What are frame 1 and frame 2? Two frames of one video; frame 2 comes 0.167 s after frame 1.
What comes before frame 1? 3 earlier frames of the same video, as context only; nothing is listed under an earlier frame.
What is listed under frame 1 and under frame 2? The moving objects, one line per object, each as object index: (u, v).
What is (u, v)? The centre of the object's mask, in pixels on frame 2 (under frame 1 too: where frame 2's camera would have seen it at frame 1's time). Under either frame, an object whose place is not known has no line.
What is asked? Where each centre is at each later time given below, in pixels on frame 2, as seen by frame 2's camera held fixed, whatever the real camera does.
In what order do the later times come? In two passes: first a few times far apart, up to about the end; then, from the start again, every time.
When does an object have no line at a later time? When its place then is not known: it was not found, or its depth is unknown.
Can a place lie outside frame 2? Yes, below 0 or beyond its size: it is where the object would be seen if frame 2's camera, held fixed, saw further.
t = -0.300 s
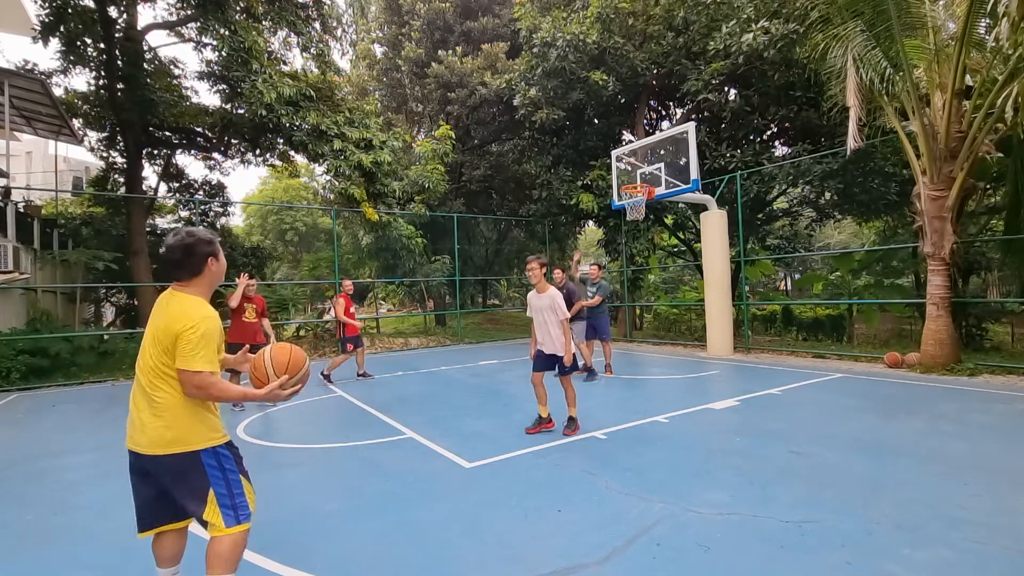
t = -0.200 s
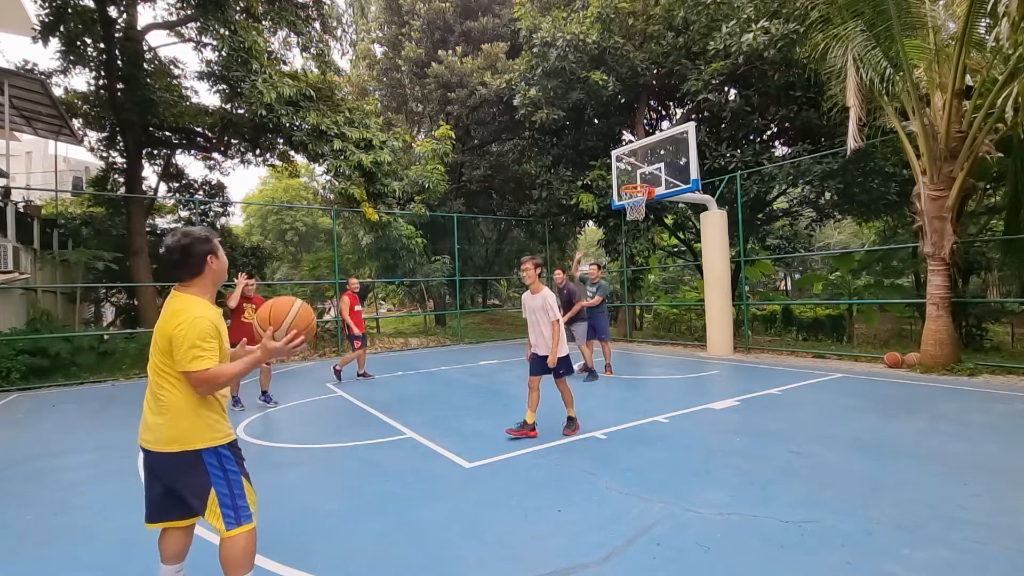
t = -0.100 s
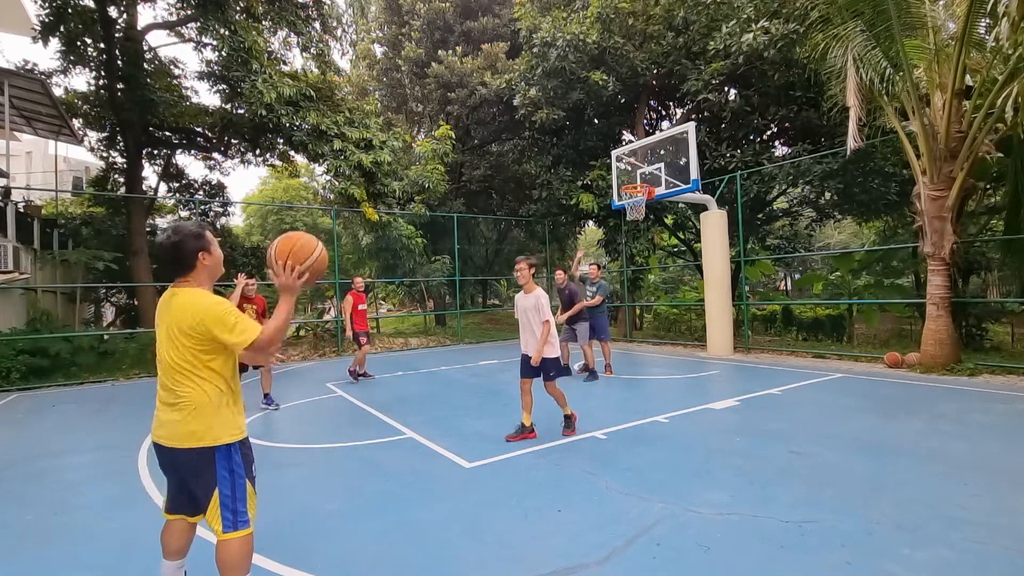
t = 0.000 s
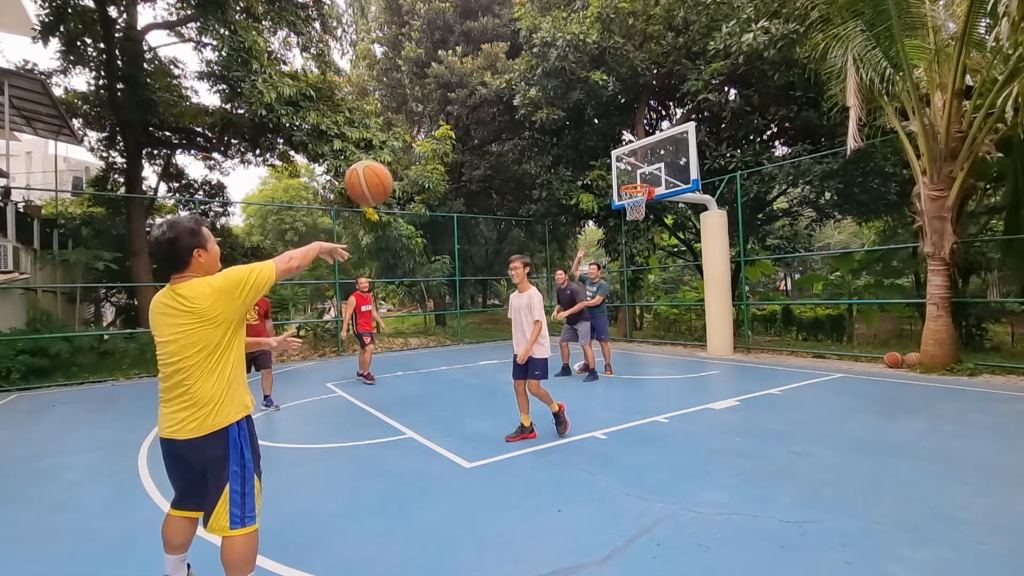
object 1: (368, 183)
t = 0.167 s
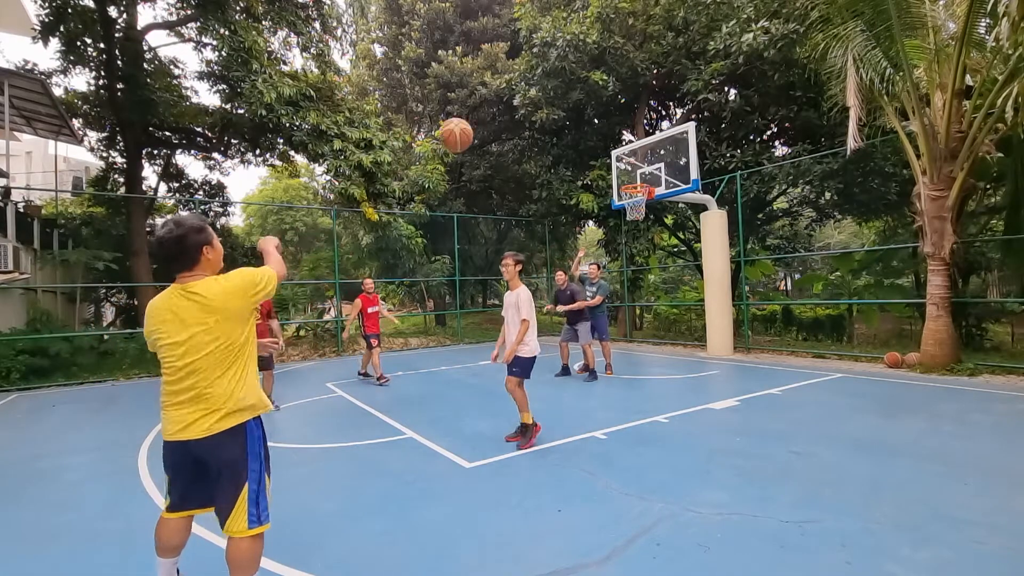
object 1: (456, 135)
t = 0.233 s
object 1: (479, 131)
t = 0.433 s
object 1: (528, 148)
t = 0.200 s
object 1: (468, 132)
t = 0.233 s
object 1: (479, 131)
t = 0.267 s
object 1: (489, 132)
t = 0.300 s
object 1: (498, 133)
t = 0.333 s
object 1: (506, 136)
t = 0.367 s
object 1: (514, 139)
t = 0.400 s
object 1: (521, 143)
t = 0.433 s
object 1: (528, 148)
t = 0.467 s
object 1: (534, 153)
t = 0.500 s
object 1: (539, 159)
